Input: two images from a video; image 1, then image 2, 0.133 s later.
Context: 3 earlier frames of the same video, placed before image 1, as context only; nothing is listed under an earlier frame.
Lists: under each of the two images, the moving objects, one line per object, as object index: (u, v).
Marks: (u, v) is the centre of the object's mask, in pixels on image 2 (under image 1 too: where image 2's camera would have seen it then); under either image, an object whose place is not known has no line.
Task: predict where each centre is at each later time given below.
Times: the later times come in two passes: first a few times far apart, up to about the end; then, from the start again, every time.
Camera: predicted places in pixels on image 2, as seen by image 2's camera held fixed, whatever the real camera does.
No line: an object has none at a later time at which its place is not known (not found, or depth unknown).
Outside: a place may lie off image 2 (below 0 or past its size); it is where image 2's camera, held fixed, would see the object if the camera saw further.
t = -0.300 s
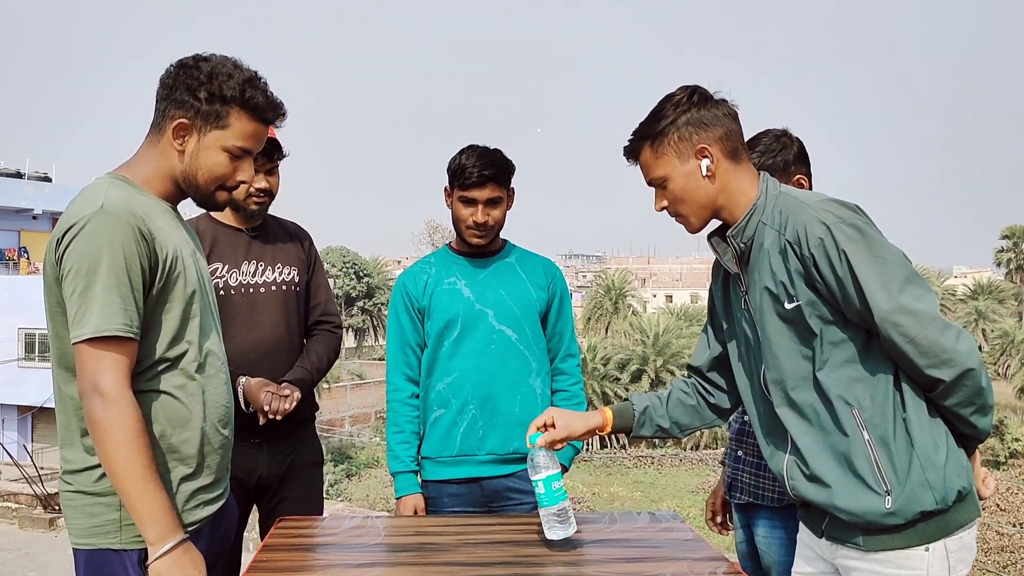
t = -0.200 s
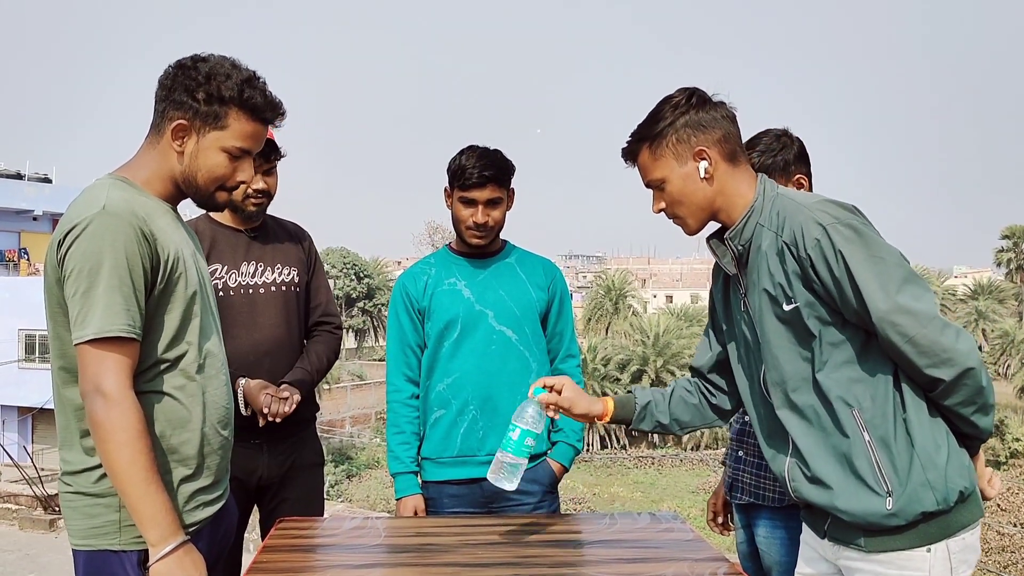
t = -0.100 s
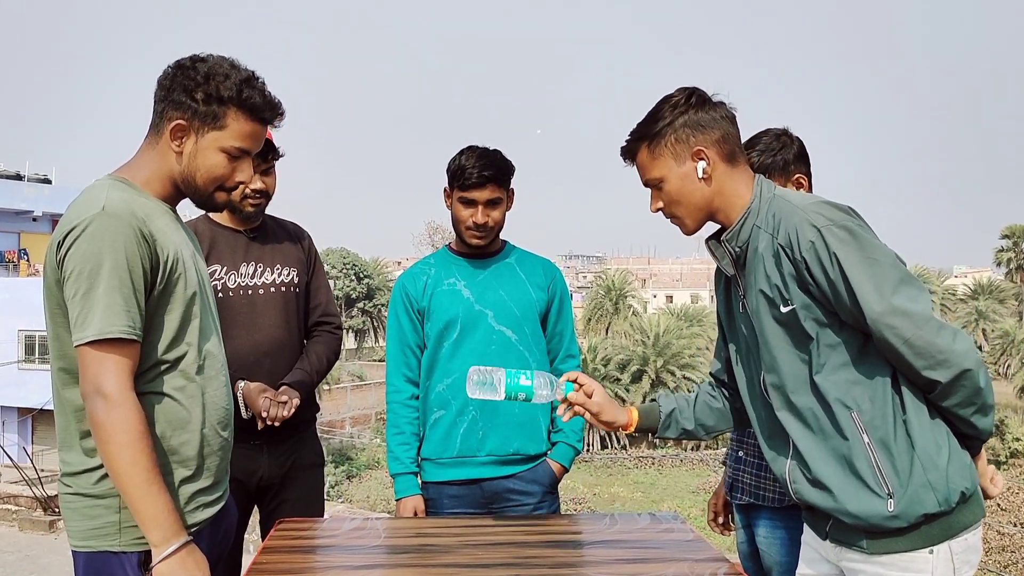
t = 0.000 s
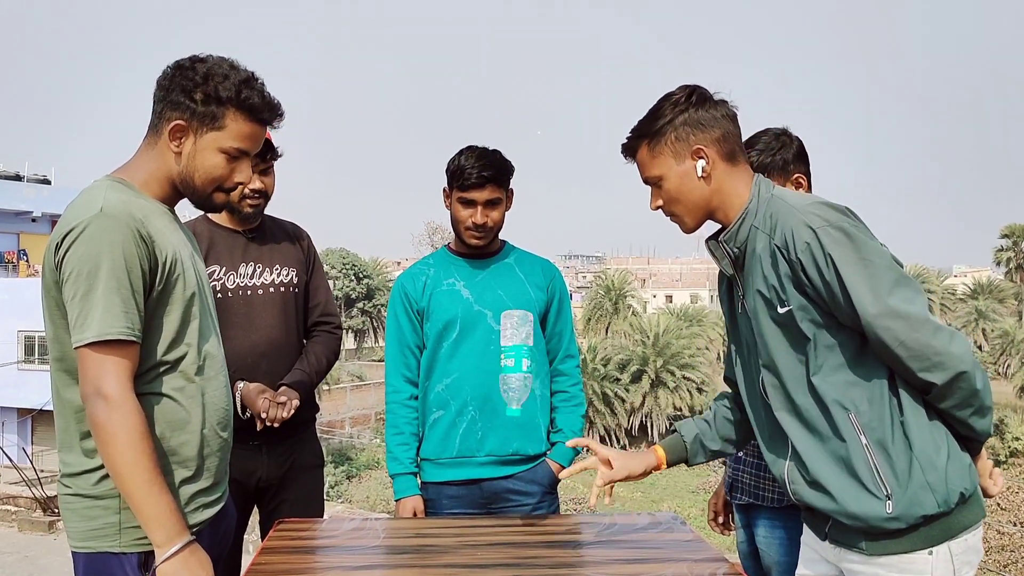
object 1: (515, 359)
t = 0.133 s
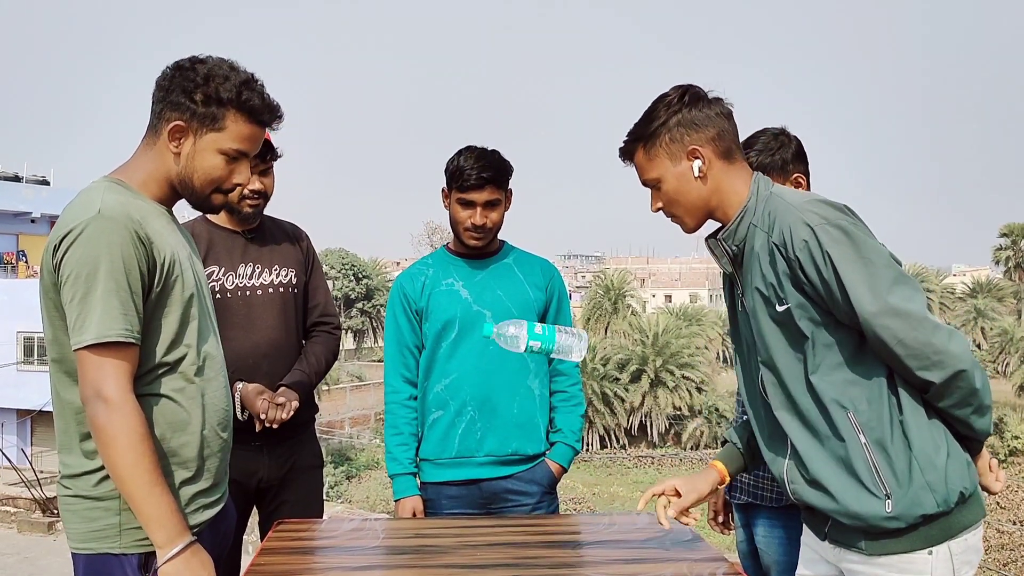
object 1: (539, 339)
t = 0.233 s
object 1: (577, 390)
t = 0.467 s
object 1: (652, 503)
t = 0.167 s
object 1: (552, 349)
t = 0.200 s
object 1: (564, 366)
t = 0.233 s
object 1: (577, 390)
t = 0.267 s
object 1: (589, 421)
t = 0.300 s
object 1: (601, 457)
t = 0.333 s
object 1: (612, 498)
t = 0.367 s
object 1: (622, 500)
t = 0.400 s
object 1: (632, 500)
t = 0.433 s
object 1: (642, 501)
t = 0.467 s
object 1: (652, 503)
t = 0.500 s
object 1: (662, 508)
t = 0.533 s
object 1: (670, 517)
